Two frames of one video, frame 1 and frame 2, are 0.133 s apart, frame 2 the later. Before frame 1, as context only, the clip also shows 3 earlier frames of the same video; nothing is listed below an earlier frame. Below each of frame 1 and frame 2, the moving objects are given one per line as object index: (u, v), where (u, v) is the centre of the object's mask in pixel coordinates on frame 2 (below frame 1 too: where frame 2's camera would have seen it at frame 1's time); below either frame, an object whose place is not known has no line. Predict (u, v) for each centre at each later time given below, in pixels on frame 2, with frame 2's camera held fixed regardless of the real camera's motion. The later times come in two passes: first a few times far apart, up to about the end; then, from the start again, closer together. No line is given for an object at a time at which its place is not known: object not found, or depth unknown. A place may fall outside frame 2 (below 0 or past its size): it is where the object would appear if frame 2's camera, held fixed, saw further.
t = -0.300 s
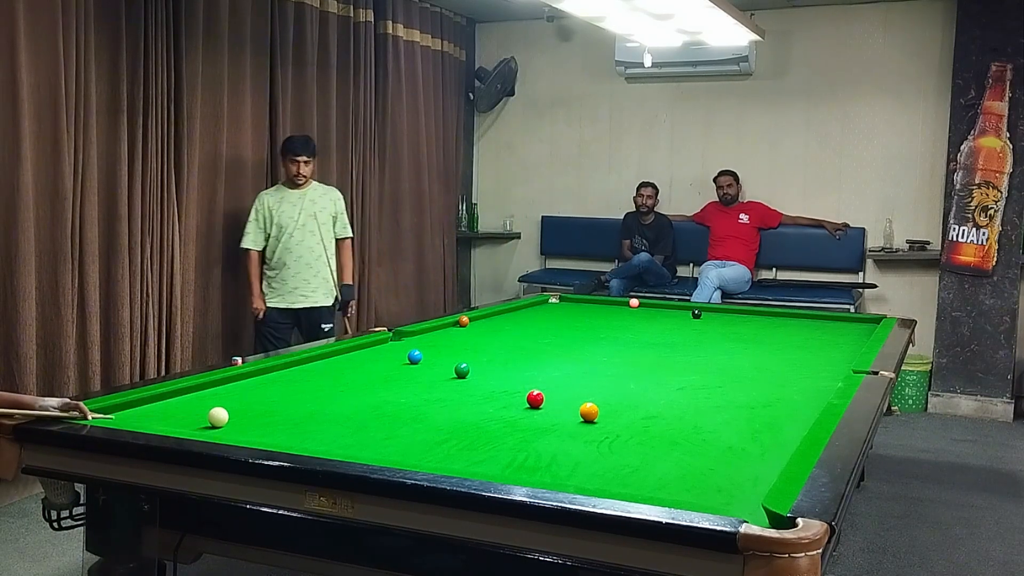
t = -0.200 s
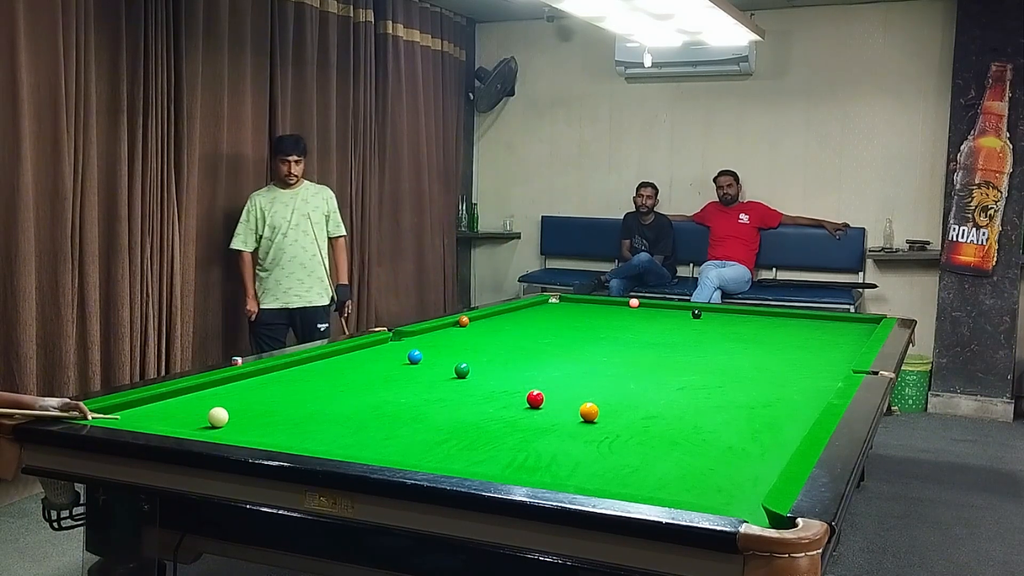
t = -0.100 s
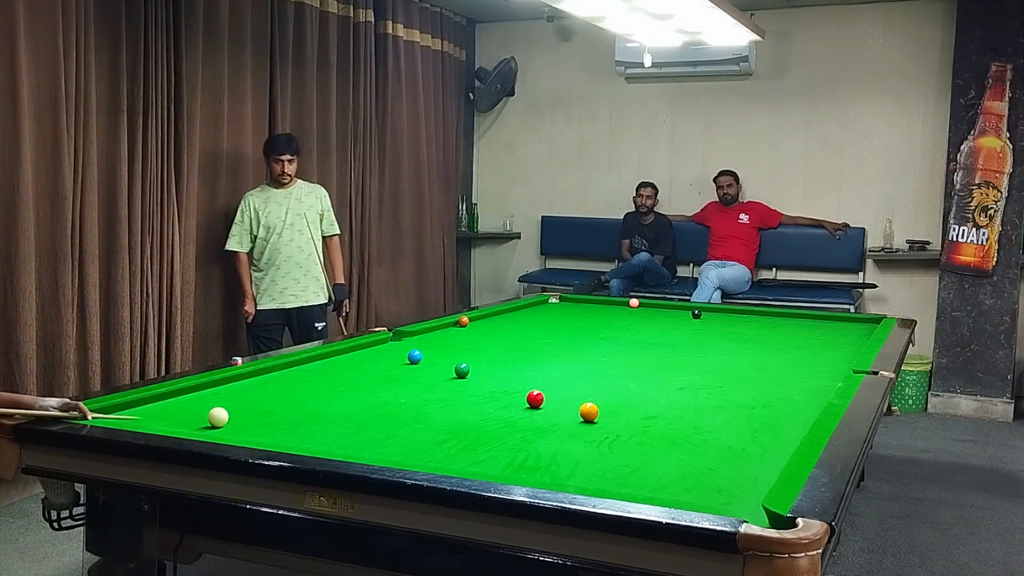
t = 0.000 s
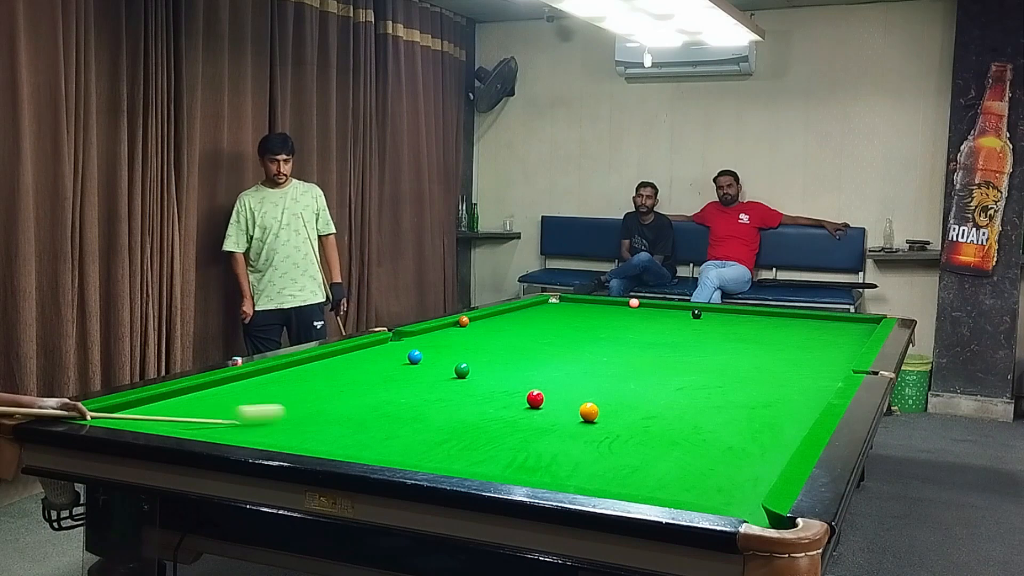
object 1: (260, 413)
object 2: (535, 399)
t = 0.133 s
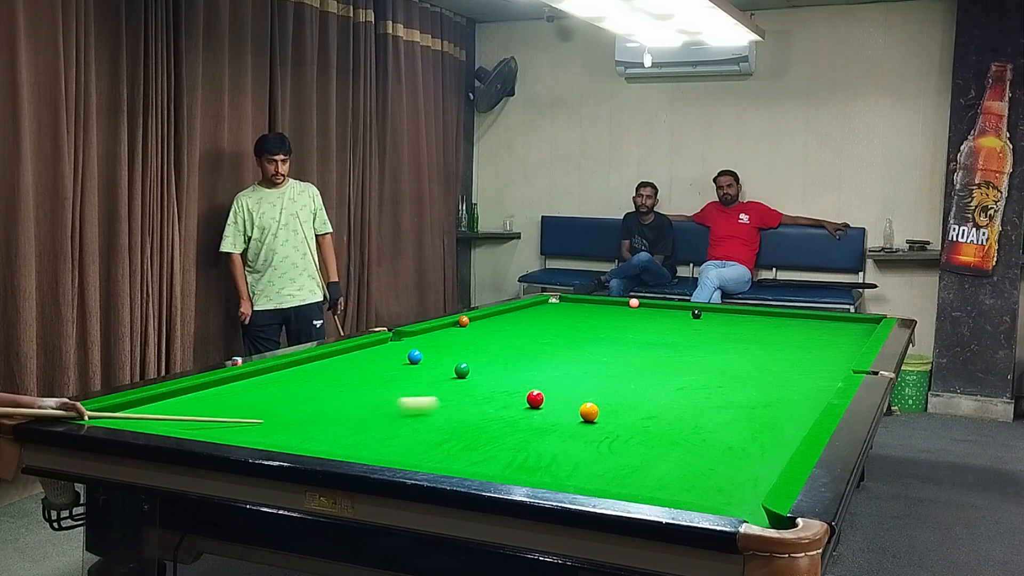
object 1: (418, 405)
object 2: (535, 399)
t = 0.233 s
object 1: (513, 400)
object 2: (536, 399)
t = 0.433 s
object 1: (522, 403)
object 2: (673, 387)
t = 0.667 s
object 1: (518, 406)
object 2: (794, 378)
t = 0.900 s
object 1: (515, 409)
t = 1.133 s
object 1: (514, 411)
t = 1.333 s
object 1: (513, 413)
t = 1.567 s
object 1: (512, 414)
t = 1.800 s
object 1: (512, 415)
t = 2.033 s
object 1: (512, 415)
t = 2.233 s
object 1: (512, 415)
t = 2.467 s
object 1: (512, 415)
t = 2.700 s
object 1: (512, 415)
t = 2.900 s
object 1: (512, 415)
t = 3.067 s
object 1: (515, 413)
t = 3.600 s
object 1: (512, 416)
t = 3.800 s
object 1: (512, 416)
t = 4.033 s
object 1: (511, 416)
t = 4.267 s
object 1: (511, 416)
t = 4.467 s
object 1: (511, 416)
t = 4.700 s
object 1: (511, 416)
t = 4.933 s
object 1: (511, 416)
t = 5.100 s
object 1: (511, 416)
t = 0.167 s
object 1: (452, 403)
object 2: (535, 399)
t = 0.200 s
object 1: (484, 401)
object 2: (535, 399)
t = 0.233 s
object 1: (513, 400)
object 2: (536, 399)
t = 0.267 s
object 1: (521, 400)
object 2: (558, 394)
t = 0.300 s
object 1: (522, 401)
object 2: (584, 392)
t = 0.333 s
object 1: (523, 402)
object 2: (608, 391)
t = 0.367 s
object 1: (523, 402)
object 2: (632, 389)
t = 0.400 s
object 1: (522, 403)
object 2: (653, 388)
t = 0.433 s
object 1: (522, 403)
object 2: (673, 387)
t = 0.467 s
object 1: (521, 403)
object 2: (693, 385)
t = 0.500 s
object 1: (521, 404)
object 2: (712, 384)
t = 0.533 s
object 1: (520, 404)
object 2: (729, 382)
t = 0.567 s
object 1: (519, 405)
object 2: (746, 382)
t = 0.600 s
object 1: (519, 405)
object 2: (763, 380)
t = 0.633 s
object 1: (518, 406)
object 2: (779, 379)
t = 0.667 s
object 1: (518, 406)
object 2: (794, 378)
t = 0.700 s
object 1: (517, 407)
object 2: (810, 377)
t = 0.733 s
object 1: (517, 407)
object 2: (825, 376)
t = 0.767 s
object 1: (517, 407)
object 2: (840, 374)
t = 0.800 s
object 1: (517, 408)
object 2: (855, 372)
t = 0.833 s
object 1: (516, 408)
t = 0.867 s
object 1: (516, 408)
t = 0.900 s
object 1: (515, 409)
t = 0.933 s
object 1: (515, 409)
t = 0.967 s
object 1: (515, 409)
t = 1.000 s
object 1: (515, 410)
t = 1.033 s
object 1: (515, 410)
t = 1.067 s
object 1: (514, 411)
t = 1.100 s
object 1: (514, 411)
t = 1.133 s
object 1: (514, 411)
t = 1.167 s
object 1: (514, 412)
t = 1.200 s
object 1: (513, 412)
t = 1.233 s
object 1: (513, 412)
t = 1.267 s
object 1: (513, 412)
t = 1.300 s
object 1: (513, 412)
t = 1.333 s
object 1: (513, 413)
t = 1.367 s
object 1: (513, 413)
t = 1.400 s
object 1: (513, 413)
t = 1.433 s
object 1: (513, 413)
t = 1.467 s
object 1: (513, 413)
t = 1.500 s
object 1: (513, 414)
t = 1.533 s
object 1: (513, 414)
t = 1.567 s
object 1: (512, 414)
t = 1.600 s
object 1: (512, 414)
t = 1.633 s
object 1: (512, 414)
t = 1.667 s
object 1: (512, 415)
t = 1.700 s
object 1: (512, 415)
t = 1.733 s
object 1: (512, 415)
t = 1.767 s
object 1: (512, 415)
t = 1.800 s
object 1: (512, 415)
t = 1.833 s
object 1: (512, 415)
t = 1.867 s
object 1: (512, 415)
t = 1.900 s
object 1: (512, 415)
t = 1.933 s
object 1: (512, 415)
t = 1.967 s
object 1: (512, 415)
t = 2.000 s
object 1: (512, 415)
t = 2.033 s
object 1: (512, 415)
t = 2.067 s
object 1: (512, 415)
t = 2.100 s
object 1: (512, 415)
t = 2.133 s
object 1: (512, 415)
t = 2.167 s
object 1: (512, 415)
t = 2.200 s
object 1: (512, 415)
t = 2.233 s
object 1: (512, 415)
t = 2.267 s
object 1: (512, 415)
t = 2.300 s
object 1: (512, 415)
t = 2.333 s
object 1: (512, 415)
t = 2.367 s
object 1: (512, 415)
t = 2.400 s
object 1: (512, 415)
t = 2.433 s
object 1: (512, 415)
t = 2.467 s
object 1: (512, 415)
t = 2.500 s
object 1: (512, 415)
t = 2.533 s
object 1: (512, 415)
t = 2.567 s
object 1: (512, 415)
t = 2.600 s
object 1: (512, 415)
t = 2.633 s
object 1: (512, 415)
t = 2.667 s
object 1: (512, 415)
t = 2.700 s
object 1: (512, 415)
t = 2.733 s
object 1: (512, 415)
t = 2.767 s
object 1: (512, 415)
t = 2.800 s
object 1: (512, 415)
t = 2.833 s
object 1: (512, 416)
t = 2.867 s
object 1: (512, 415)
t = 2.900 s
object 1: (512, 415)
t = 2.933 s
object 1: (512, 415)
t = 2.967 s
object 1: (512, 415)
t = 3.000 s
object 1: (512, 415)
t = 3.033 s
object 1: (512, 415)
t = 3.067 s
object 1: (515, 413)
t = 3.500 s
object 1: (510, 415)
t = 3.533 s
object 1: (512, 415)
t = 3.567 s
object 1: (512, 415)
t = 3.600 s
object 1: (512, 416)
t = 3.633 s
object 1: (512, 415)
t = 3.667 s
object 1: (512, 416)
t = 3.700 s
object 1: (512, 416)
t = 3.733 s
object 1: (512, 416)
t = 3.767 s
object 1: (512, 416)
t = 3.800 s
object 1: (512, 416)
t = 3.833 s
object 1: (512, 416)
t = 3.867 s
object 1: (512, 416)
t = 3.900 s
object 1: (512, 416)
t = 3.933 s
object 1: (511, 416)
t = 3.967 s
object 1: (511, 416)
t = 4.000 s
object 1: (512, 416)
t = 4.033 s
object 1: (511, 416)
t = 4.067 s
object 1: (511, 416)
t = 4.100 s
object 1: (511, 416)
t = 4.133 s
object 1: (511, 416)
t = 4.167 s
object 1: (511, 416)
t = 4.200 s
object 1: (511, 415)
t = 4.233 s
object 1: (511, 416)
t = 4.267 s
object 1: (511, 416)
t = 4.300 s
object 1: (511, 415)
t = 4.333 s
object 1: (511, 416)
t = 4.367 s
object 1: (511, 416)
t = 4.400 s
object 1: (511, 416)
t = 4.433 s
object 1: (511, 416)
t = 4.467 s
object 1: (511, 416)
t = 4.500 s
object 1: (511, 416)
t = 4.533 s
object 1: (511, 416)
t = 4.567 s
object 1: (511, 416)
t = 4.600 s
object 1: (511, 416)
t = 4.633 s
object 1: (511, 416)
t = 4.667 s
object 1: (511, 416)
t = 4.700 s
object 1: (511, 416)
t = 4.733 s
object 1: (511, 416)
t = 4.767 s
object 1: (511, 416)
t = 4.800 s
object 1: (511, 416)
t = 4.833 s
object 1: (511, 416)
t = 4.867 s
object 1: (511, 416)
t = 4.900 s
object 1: (511, 416)
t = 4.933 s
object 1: (511, 416)
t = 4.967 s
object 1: (511, 416)
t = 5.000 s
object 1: (511, 416)
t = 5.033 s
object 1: (511, 416)
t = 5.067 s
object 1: (511, 415)
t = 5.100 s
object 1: (511, 416)
